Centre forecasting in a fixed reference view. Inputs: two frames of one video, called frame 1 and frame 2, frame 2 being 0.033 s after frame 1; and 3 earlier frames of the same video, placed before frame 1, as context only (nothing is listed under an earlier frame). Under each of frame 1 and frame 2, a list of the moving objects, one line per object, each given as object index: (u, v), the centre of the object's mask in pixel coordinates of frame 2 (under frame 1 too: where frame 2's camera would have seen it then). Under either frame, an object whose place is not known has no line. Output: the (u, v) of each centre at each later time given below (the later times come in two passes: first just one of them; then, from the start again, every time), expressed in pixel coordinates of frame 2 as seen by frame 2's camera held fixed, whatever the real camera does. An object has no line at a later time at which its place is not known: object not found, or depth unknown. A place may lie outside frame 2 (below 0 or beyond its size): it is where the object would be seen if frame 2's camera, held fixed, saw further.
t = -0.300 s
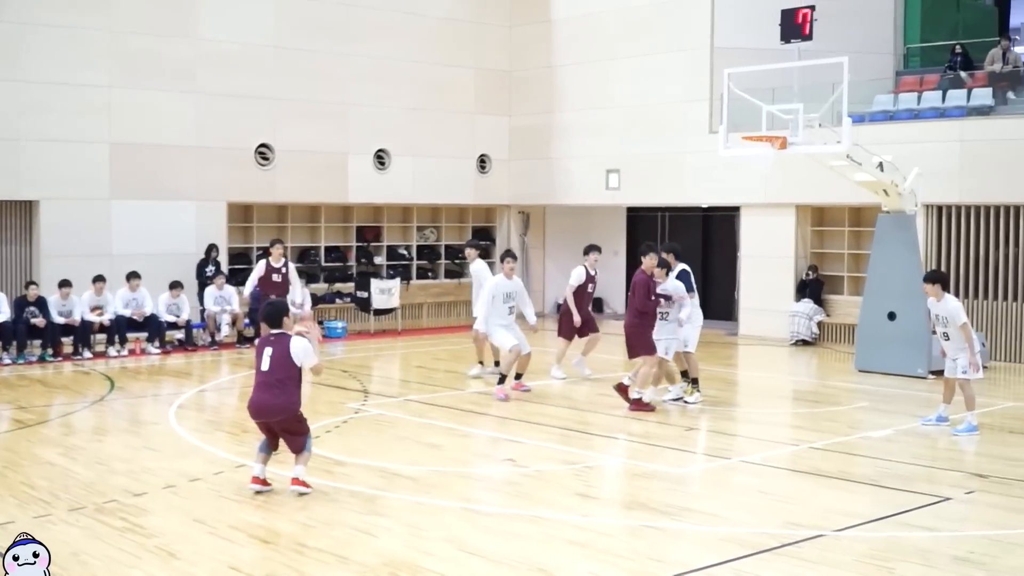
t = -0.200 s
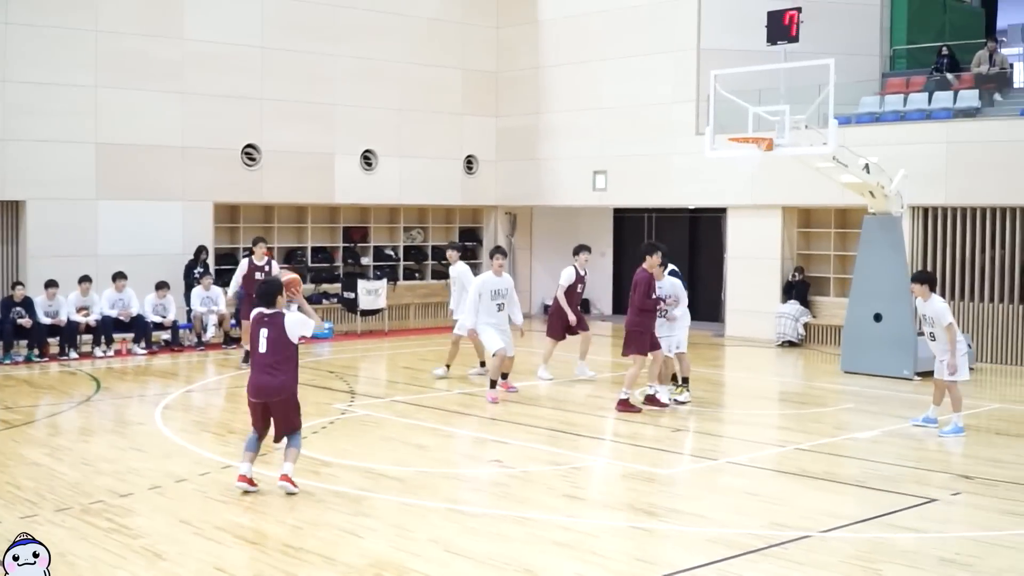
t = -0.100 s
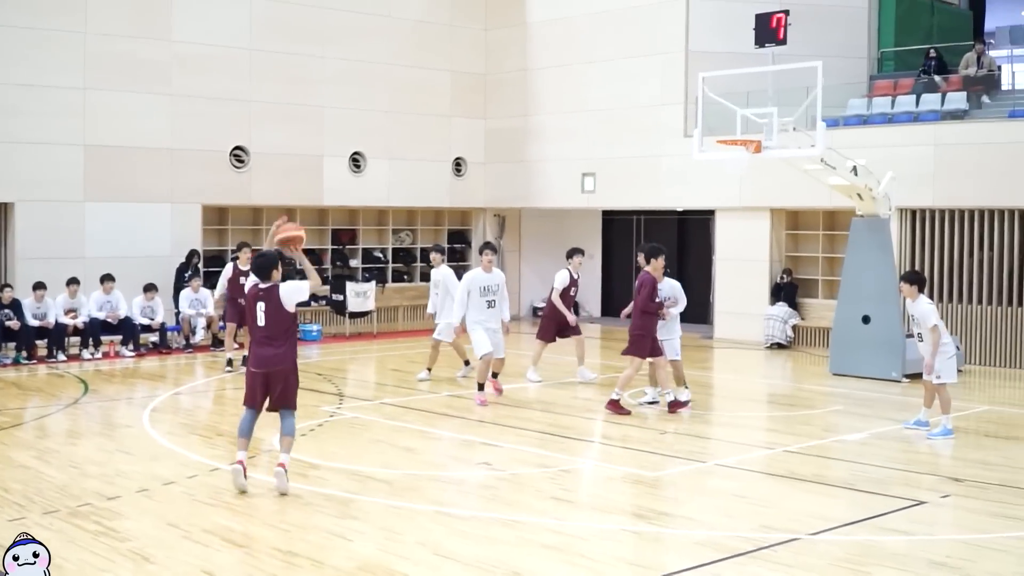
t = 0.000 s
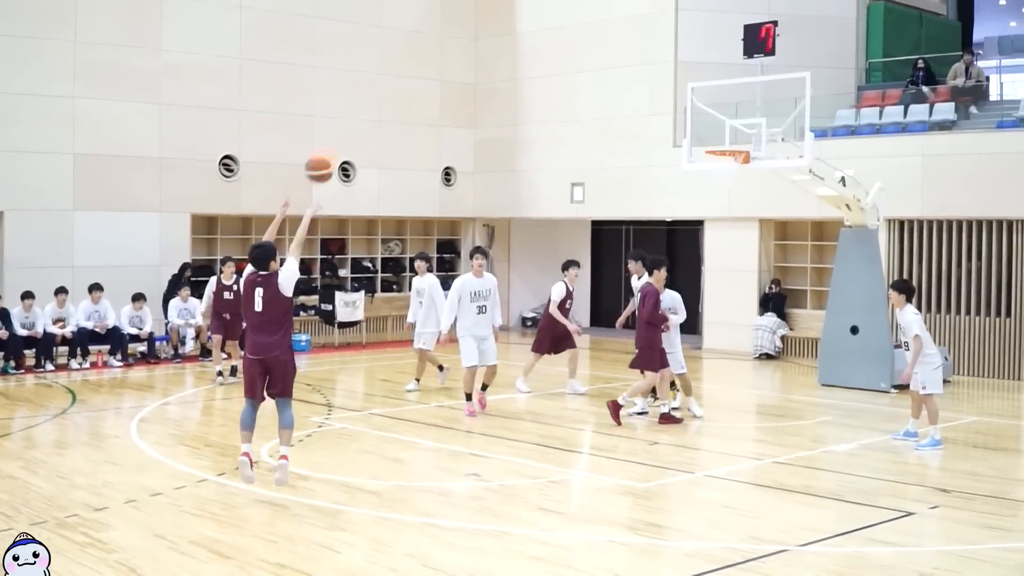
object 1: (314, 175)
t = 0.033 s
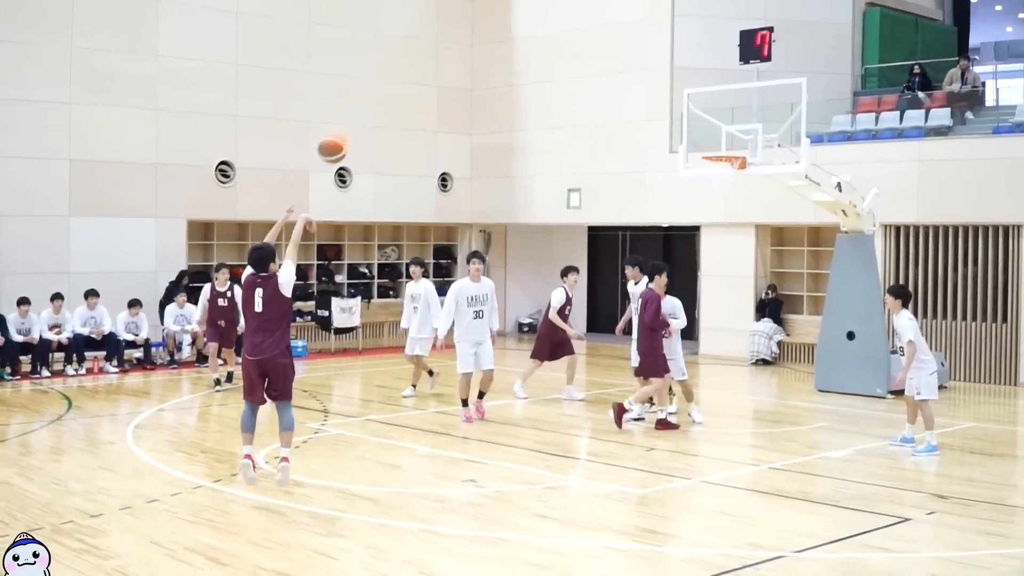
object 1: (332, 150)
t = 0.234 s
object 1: (422, 35)
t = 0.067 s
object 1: (348, 125)
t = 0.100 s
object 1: (363, 103)
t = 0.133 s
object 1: (379, 83)
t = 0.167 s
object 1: (394, 66)
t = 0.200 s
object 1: (409, 49)
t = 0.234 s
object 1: (422, 35)
